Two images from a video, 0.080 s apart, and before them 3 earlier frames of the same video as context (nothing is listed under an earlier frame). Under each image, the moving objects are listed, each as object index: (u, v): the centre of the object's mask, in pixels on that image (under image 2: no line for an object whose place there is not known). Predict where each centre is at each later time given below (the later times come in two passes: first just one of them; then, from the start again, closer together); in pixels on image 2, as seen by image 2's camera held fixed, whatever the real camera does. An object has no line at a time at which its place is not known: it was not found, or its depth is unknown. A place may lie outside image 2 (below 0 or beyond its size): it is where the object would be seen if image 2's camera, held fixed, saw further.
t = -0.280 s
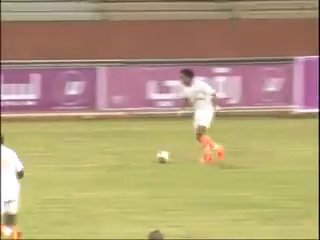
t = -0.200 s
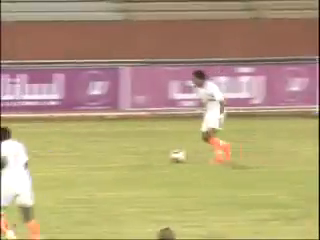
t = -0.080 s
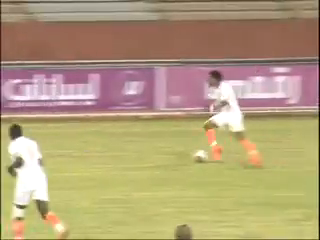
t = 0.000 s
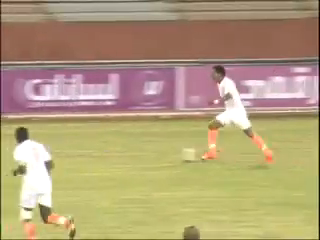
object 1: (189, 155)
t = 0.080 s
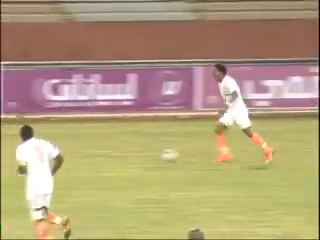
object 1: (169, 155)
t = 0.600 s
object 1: (-11, 157)
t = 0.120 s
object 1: (151, 155)
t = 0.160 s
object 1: (136, 154)
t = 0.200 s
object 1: (119, 154)
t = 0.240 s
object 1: (103, 155)
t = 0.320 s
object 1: (73, 158)
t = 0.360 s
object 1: (58, 156)
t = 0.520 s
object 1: (9, 157)
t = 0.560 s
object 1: (-1, 157)
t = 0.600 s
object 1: (-11, 157)
